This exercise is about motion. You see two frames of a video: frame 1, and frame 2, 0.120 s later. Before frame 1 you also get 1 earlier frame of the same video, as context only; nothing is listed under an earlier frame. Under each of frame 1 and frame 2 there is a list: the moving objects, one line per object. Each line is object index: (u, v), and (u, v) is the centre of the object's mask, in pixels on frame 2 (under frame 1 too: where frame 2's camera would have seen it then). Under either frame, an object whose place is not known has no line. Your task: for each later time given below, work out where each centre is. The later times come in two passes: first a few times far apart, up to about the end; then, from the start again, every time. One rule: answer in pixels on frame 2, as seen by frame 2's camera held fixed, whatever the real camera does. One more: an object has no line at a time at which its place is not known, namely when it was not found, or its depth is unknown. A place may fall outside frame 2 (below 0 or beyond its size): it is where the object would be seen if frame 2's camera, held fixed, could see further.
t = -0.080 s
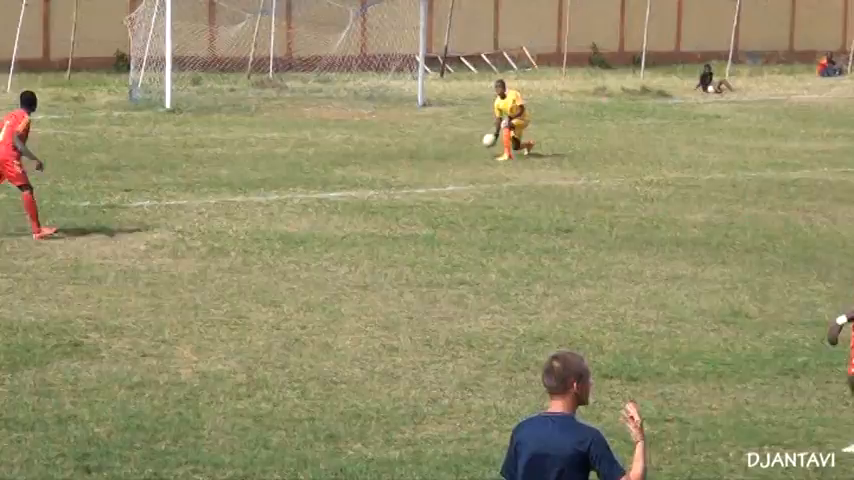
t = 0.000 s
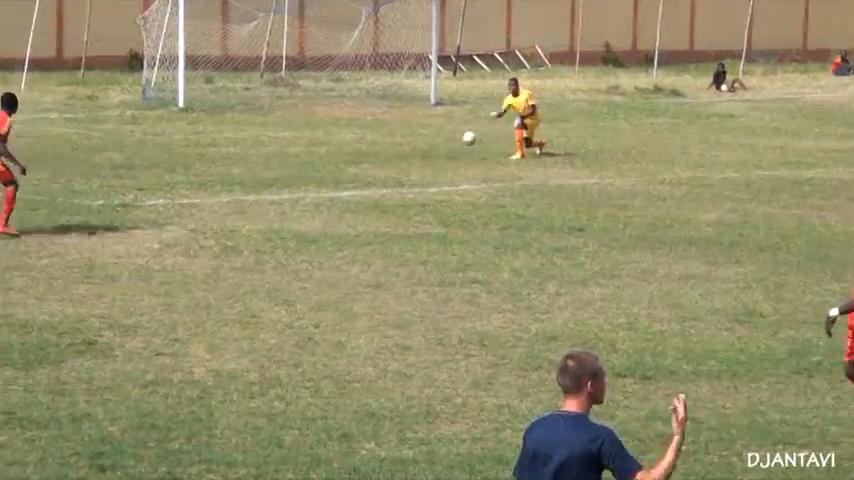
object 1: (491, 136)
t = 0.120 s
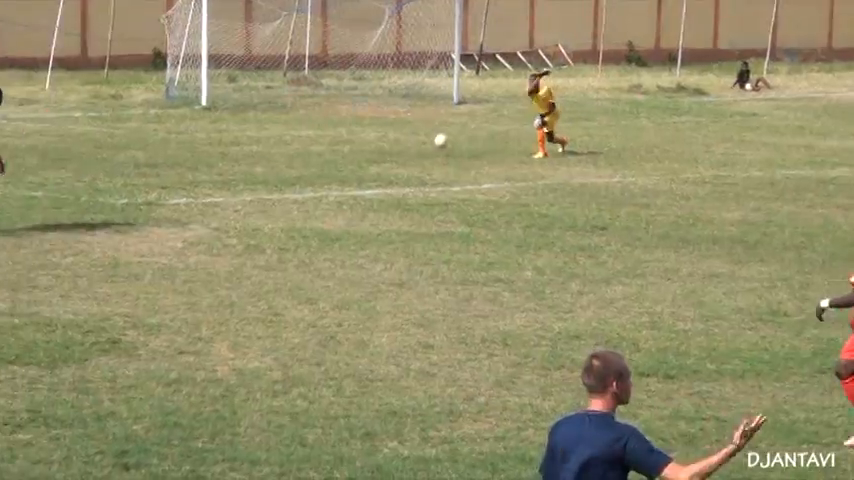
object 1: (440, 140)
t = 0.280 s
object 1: (369, 164)
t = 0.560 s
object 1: (259, 174)
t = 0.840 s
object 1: (159, 180)
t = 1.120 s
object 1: (59, 187)
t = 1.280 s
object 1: (3, 192)
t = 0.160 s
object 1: (423, 144)
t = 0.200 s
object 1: (406, 149)
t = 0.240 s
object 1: (388, 156)
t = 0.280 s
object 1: (369, 164)
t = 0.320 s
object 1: (354, 164)
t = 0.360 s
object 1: (339, 163)
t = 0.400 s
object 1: (323, 163)
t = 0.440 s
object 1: (308, 164)
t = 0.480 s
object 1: (291, 166)
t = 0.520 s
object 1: (275, 171)
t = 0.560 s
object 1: (259, 174)
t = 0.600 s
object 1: (244, 176)
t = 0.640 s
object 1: (230, 177)
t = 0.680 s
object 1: (216, 178)
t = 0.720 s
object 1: (201, 179)
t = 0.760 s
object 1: (186, 181)
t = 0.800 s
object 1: (173, 180)
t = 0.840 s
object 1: (159, 180)
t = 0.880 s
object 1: (145, 182)
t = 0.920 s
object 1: (130, 183)
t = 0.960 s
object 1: (115, 186)
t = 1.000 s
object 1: (101, 185)
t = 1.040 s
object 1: (88, 186)
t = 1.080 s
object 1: (75, 186)
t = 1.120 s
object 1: (59, 187)
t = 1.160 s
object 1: (45, 190)
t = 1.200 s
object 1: (30, 192)
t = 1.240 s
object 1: (16, 193)
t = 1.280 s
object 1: (3, 192)
